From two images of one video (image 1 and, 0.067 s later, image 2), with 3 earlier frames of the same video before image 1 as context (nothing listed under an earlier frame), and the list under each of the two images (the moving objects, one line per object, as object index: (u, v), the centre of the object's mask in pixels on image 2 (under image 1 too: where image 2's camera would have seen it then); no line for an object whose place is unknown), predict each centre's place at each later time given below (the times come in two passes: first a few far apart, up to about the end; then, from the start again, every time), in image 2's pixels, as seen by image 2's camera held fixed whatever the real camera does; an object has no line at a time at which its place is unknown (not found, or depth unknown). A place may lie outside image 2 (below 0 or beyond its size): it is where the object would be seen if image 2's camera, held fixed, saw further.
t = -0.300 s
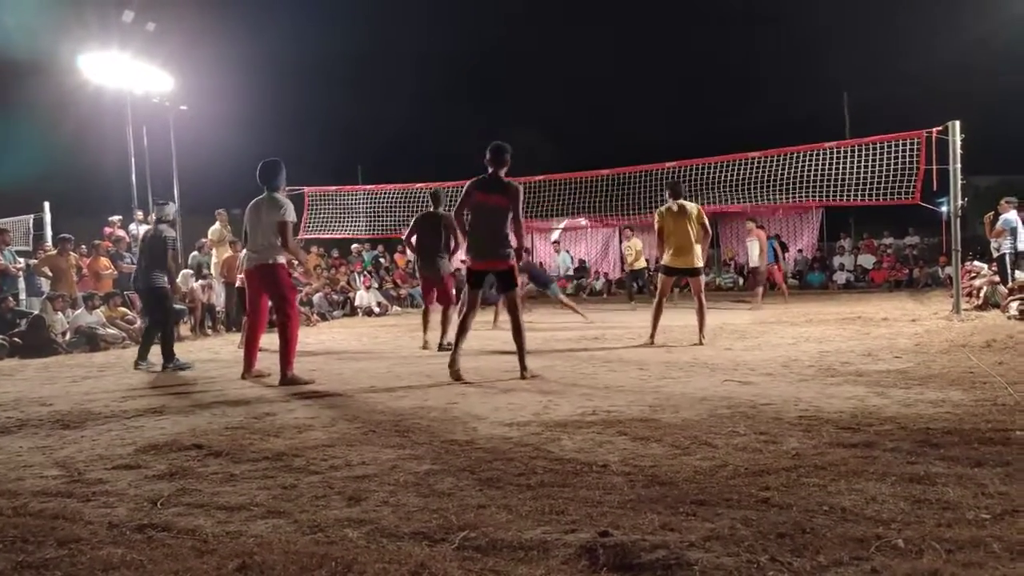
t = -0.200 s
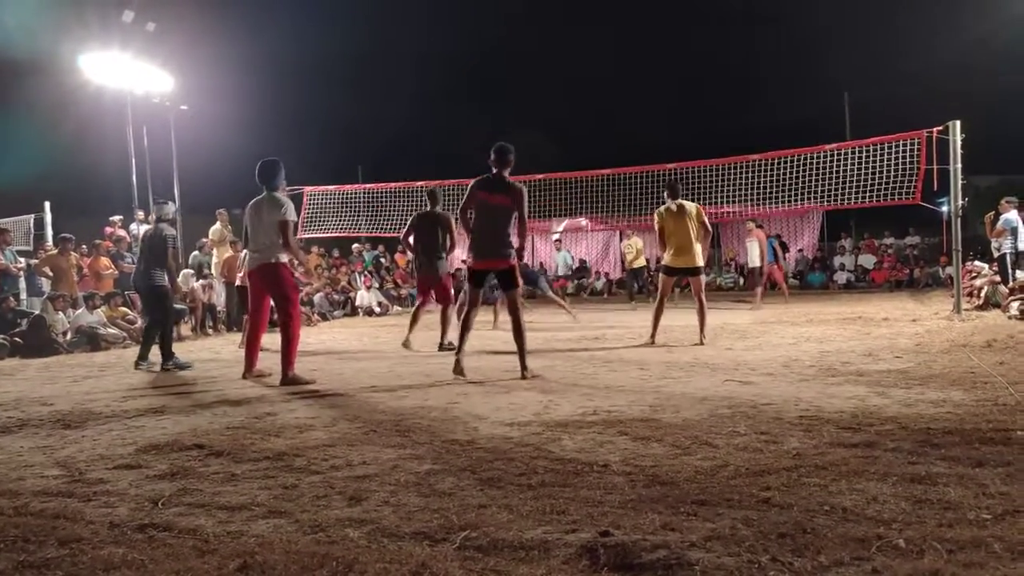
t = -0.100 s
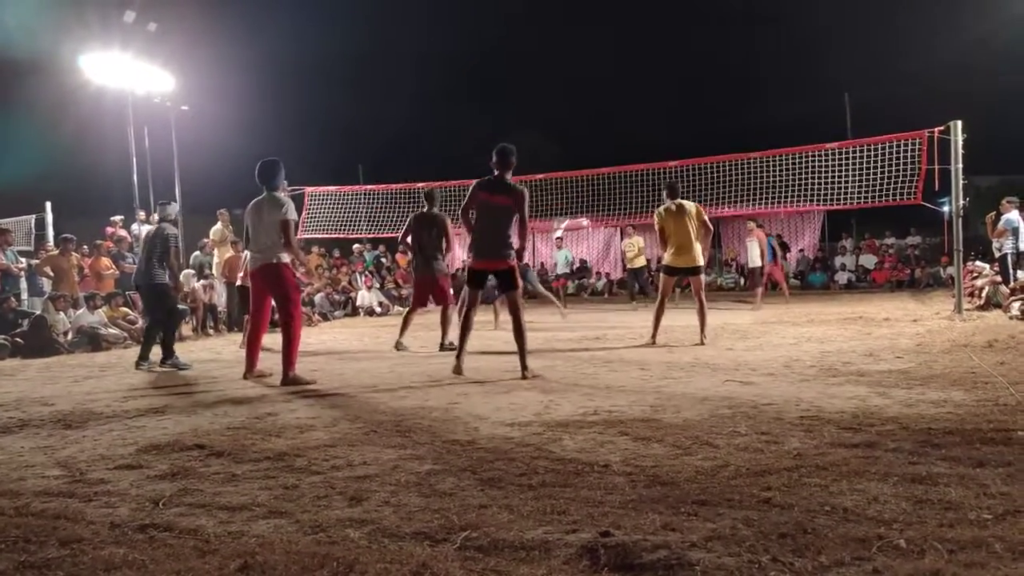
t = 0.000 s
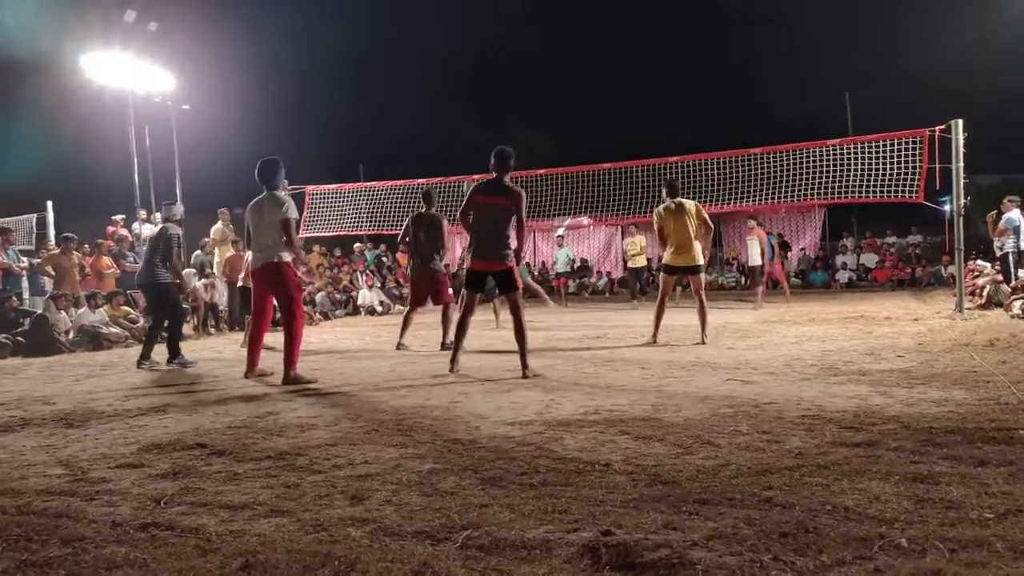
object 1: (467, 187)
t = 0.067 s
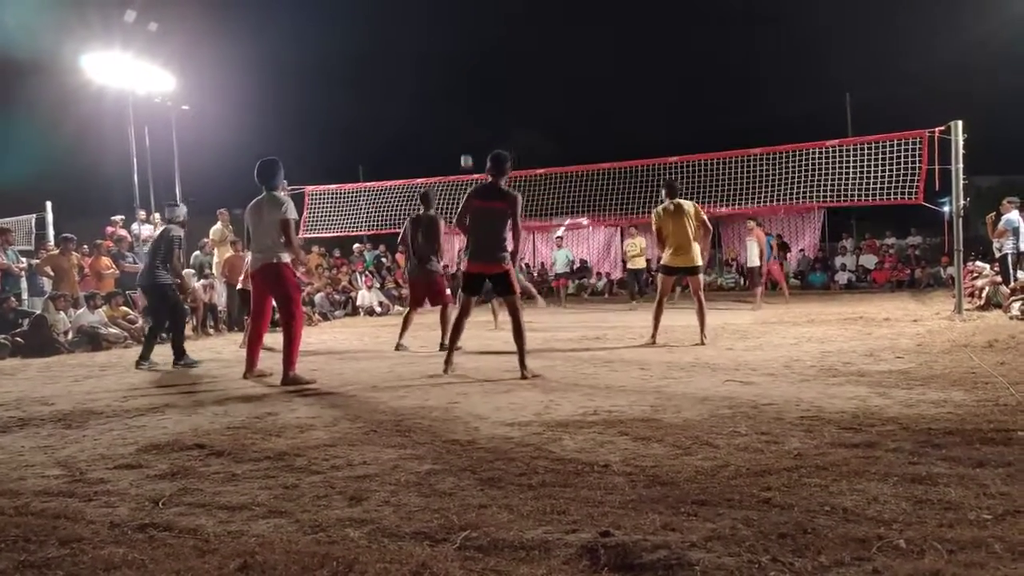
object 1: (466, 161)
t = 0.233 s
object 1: (461, 106)
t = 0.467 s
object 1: (455, 55)
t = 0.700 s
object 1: (449, 39)
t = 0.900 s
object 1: (445, 56)
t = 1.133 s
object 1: (440, 113)
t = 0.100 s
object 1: (465, 149)
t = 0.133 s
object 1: (464, 138)
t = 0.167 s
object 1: (463, 126)
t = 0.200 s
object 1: (462, 116)
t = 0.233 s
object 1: (461, 106)
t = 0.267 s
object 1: (460, 97)
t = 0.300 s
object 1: (459, 89)
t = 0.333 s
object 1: (458, 81)
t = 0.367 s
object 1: (457, 73)
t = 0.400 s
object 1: (456, 67)
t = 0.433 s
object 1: (455, 61)
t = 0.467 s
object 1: (455, 55)
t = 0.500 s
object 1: (454, 50)
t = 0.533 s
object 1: (452, 47)
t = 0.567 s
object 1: (452, 43)
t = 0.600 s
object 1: (451, 41)
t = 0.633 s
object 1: (451, 40)
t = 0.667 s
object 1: (450, 39)
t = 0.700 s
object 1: (449, 39)
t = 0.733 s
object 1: (449, 40)
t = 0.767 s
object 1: (448, 41)
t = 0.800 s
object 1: (447, 44)
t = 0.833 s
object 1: (446, 47)
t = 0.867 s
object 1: (446, 51)
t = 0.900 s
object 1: (445, 56)
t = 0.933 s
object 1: (444, 61)
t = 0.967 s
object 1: (444, 68)
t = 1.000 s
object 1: (443, 75)
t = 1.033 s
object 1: (442, 83)
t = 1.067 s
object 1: (442, 92)
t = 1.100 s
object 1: (441, 103)
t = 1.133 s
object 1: (440, 113)
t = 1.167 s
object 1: (440, 124)
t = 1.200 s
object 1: (440, 138)
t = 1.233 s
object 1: (439, 151)
